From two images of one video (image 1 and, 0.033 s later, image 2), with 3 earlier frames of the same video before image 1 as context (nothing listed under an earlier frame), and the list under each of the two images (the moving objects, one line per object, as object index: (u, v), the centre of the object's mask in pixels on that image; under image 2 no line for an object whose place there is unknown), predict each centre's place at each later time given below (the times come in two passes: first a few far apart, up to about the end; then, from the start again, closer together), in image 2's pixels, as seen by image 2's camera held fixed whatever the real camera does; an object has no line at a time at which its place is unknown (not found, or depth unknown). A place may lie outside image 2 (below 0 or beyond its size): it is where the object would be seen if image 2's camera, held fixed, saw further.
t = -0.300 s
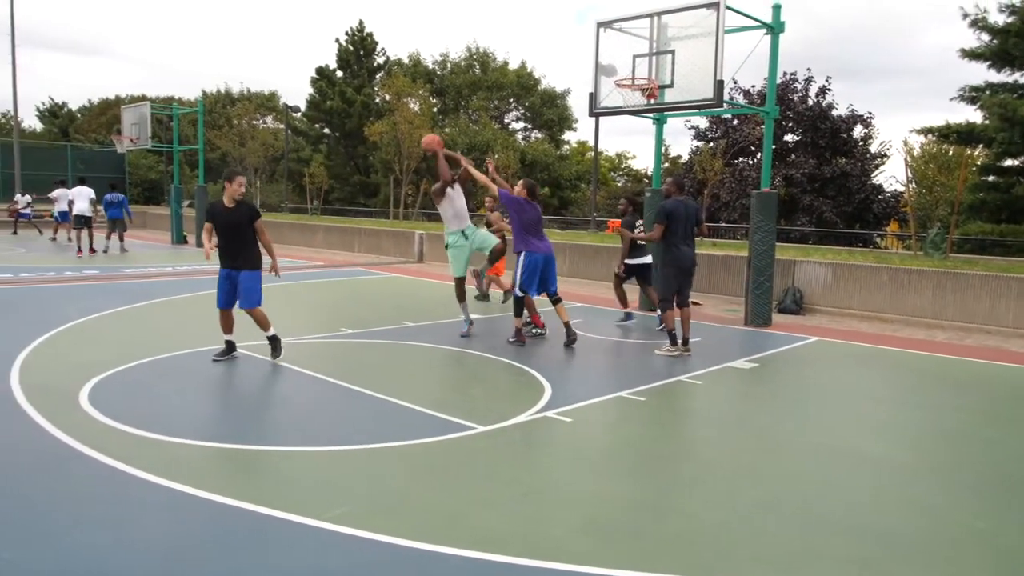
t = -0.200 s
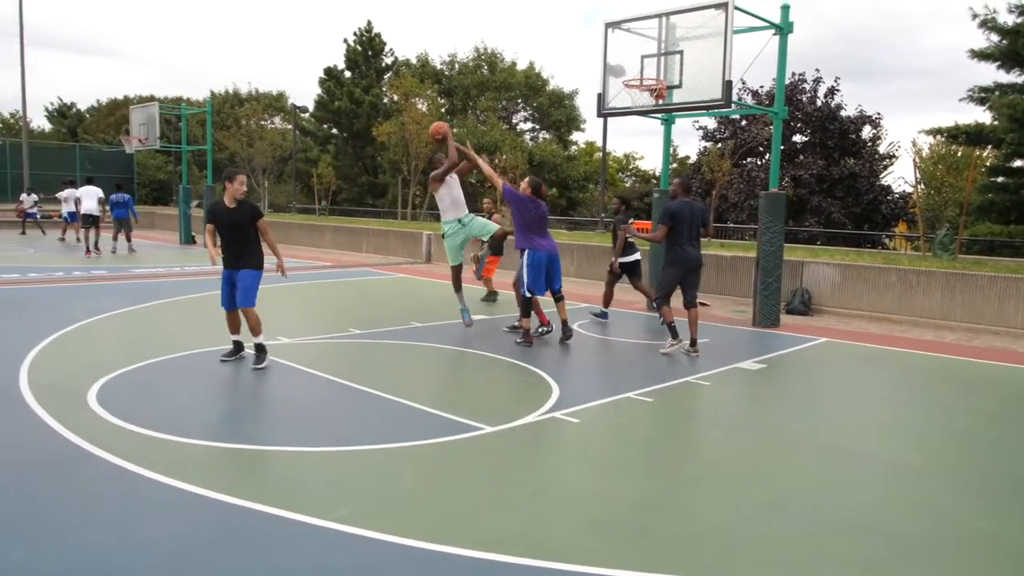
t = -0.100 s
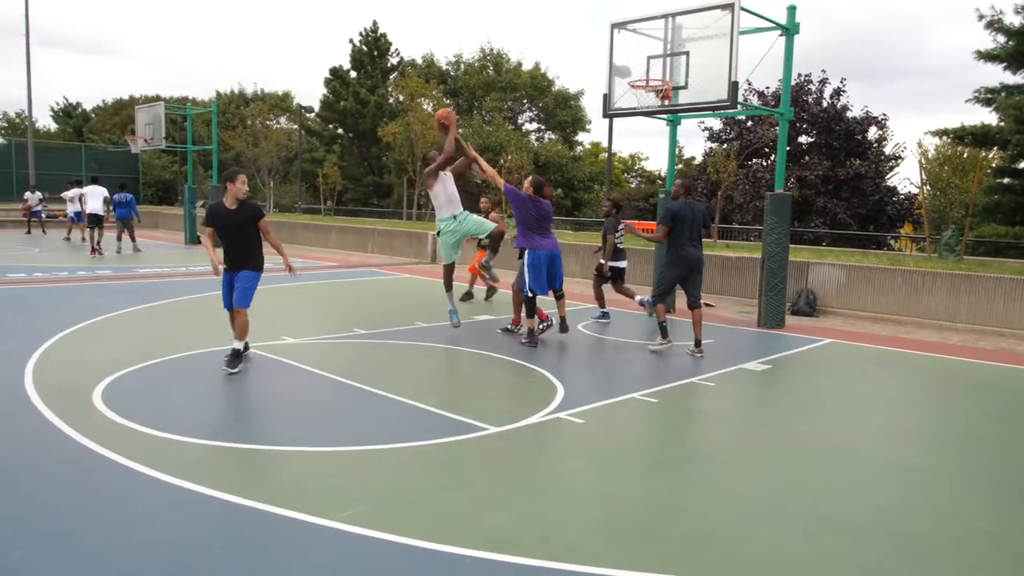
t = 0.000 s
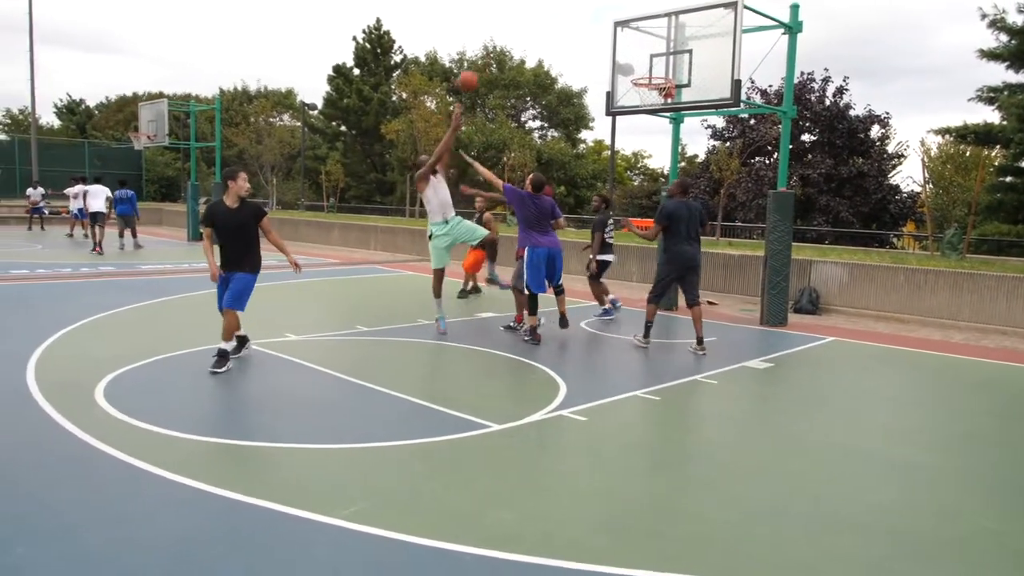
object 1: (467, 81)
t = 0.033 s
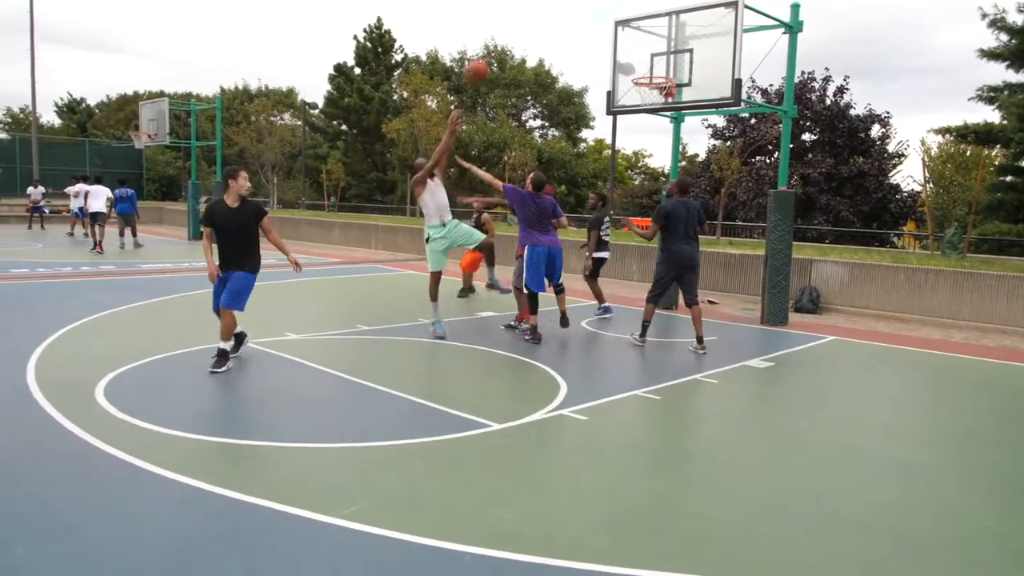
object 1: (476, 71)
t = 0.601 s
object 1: (624, 44)
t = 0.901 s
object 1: (658, 119)
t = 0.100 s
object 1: (496, 52)
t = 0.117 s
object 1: (502, 48)
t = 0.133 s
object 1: (506, 44)
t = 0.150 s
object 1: (512, 41)
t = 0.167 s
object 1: (517, 37)
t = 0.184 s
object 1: (522, 34)
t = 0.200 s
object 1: (527, 32)
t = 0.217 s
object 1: (532, 29)
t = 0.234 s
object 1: (537, 27)
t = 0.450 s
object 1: (592, 24)
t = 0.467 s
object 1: (596, 25)
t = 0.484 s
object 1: (599, 26)
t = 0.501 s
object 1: (603, 28)
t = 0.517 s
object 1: (607, 30)
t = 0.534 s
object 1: (610, 33)
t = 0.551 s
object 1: (614, 36)
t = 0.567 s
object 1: (617, 38)
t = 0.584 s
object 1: (621, 41)
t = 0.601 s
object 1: (624, 44)
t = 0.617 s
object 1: (627, 48)
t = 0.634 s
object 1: (631, 52)
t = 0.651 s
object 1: (634, 56)
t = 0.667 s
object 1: (637, 59)
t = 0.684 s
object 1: (640, 64)
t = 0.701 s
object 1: (643, 68)
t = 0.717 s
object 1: (647, 72)
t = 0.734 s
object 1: (651, 79)
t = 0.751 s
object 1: (652, 83)
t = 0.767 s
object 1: (656, 88)
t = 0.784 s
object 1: (656, 91)
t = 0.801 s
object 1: (657, 96)
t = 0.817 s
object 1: (658, 99)
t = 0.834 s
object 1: (658, 101)
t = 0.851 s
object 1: (657, 106)
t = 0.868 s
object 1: (658, 110)
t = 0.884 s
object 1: (659, 114)
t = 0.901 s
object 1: (658, 119)
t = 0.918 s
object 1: (659, 123)
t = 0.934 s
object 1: (659, 128)
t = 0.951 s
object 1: (659, 134)
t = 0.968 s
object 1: (659, 139)
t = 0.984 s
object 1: (659, 145)
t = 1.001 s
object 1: (659, 151)
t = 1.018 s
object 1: (659, 157)
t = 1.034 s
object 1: (660, 163)
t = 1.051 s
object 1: (660, 170)
